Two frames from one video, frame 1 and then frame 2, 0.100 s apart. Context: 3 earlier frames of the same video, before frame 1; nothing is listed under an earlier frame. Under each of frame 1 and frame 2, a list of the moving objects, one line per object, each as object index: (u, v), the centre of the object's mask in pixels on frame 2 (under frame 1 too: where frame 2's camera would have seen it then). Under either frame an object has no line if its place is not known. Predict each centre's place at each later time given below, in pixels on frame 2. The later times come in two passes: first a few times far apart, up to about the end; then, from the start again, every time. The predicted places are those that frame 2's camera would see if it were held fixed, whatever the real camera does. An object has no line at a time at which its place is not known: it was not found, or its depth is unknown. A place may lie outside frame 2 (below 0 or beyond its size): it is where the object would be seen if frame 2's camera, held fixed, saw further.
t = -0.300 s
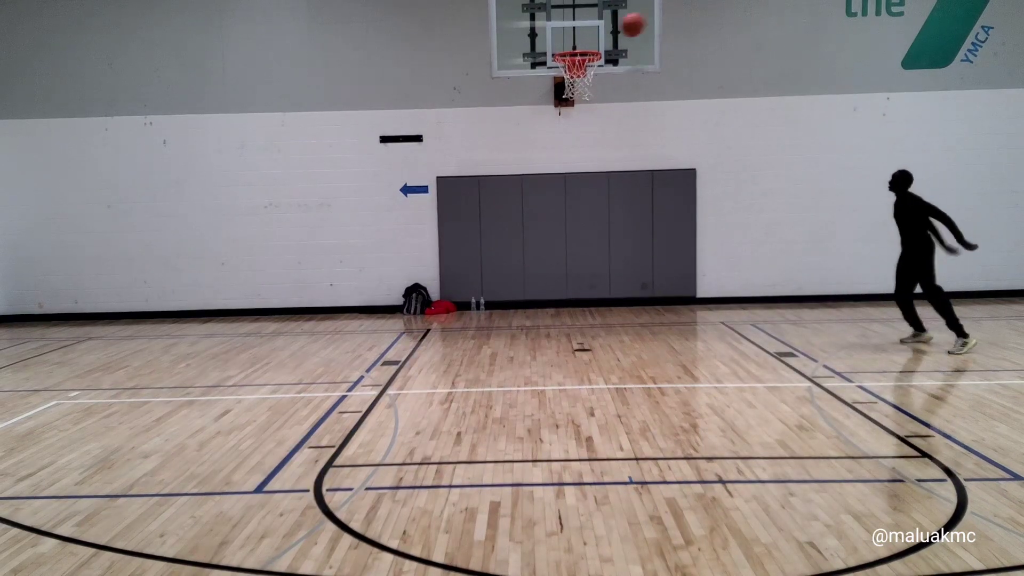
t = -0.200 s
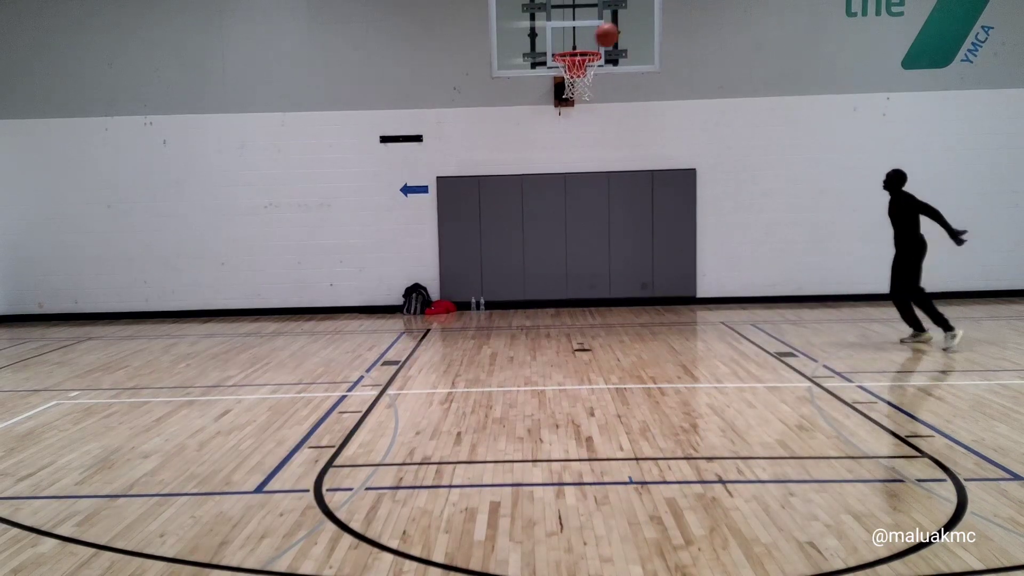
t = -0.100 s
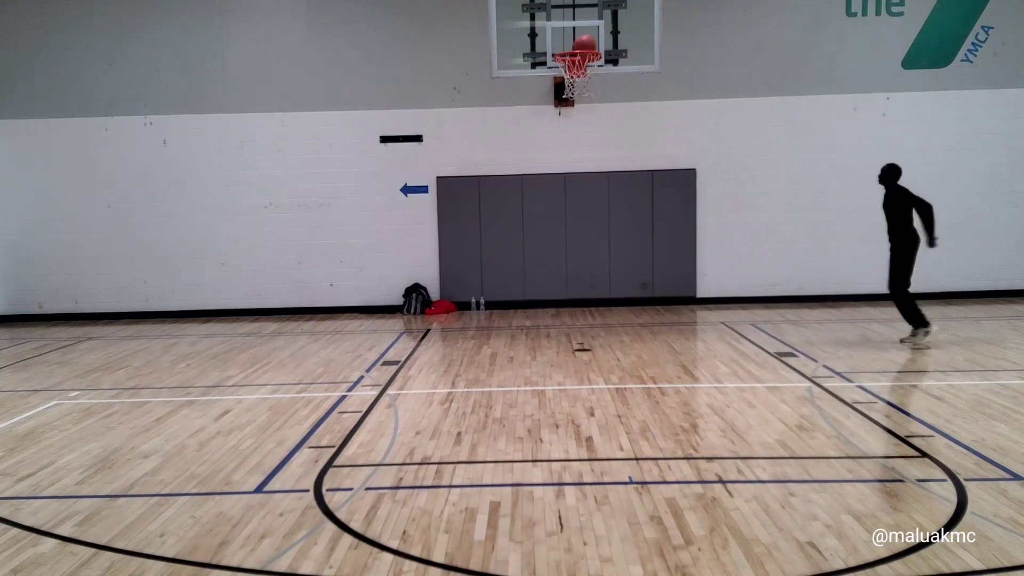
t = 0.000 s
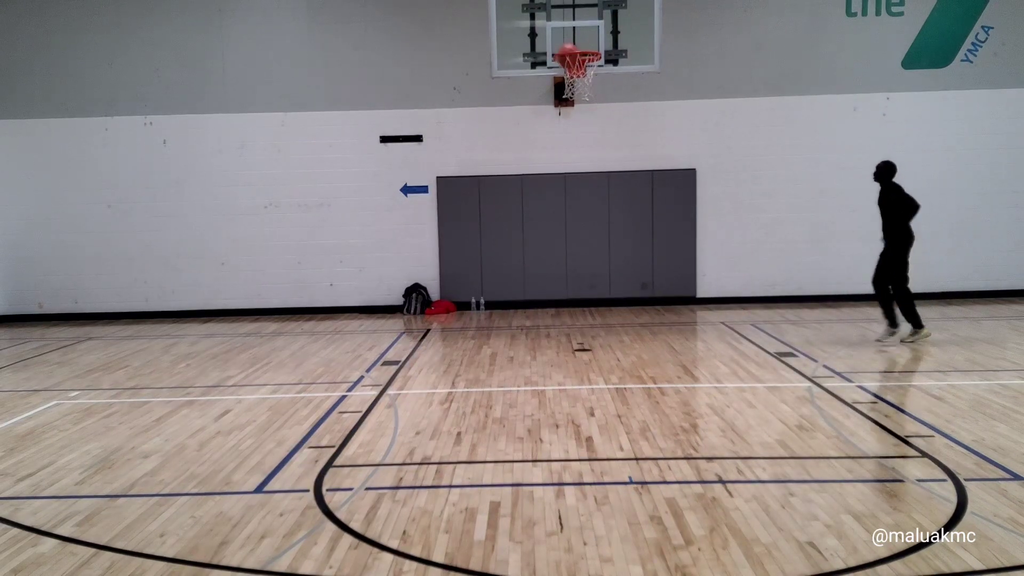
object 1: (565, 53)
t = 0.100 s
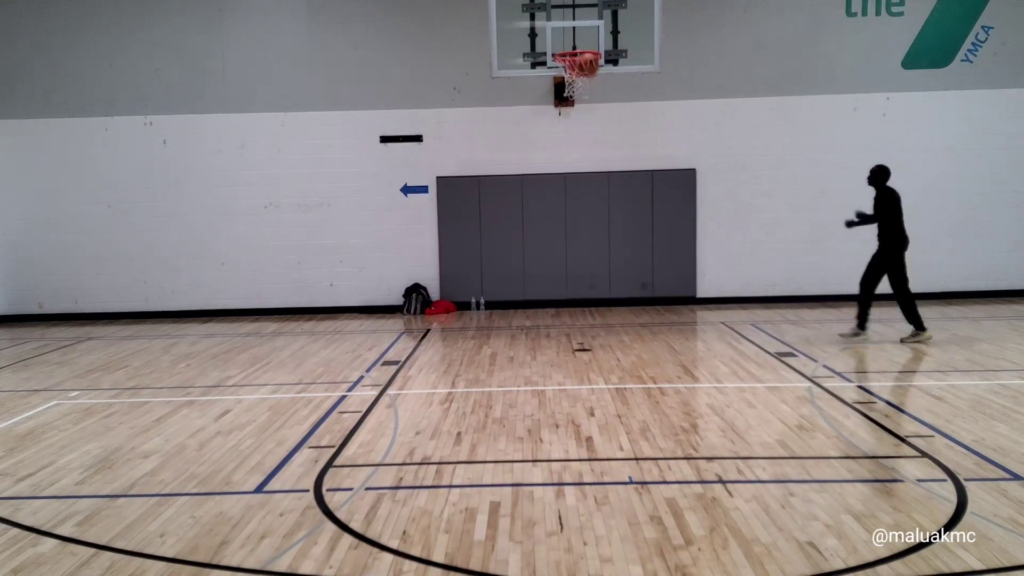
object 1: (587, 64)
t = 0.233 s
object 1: (598, 69)
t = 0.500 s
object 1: (586, 105)
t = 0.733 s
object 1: (567, 182)
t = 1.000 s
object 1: (549, 324)
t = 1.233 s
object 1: (532, 256)
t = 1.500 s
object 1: (513, 214)
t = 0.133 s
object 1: (593, 69)
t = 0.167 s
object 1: (597, 70)
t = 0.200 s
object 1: (599, 69)
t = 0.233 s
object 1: (598, 69)
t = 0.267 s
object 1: (599, 70)
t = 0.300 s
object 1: (598, 75)
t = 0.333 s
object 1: (599, 78)
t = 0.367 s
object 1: (595, 79)
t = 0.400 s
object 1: (594, 84)
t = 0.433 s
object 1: (592, 92)
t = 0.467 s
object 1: (589, 100)
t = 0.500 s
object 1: (586, 105)
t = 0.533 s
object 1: (583, 112)
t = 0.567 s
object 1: (580, 121)
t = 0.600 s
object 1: (577, 131)
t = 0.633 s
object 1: (575, 142)
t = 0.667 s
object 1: (572, 154)
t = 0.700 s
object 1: (570, 168)
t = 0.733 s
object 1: (567, 182)
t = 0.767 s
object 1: (565, 195)
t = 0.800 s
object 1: (562, 211)
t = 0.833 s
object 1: (560, 228)
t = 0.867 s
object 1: (557, 245)
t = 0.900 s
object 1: (556, 264)
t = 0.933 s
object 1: (553, 283)
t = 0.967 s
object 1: (552, 303)
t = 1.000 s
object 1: (549, 324)
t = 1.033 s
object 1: (547, 327)
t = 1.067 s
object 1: (544, 312)
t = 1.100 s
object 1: (542, 300)
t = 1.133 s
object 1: (539, 288)
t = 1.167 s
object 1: (537, 276)
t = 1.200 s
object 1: (535, 266)
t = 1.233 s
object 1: (532, 256)
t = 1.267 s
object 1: (530, 247)
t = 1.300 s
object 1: (527, 239)
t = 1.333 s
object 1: (525, 232)
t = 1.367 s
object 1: (522, 227)
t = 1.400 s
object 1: (520, 222)
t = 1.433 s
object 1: (518, 218)
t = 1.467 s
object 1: (516, 215)
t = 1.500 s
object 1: (513, 214)
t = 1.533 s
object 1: (511, 212)
